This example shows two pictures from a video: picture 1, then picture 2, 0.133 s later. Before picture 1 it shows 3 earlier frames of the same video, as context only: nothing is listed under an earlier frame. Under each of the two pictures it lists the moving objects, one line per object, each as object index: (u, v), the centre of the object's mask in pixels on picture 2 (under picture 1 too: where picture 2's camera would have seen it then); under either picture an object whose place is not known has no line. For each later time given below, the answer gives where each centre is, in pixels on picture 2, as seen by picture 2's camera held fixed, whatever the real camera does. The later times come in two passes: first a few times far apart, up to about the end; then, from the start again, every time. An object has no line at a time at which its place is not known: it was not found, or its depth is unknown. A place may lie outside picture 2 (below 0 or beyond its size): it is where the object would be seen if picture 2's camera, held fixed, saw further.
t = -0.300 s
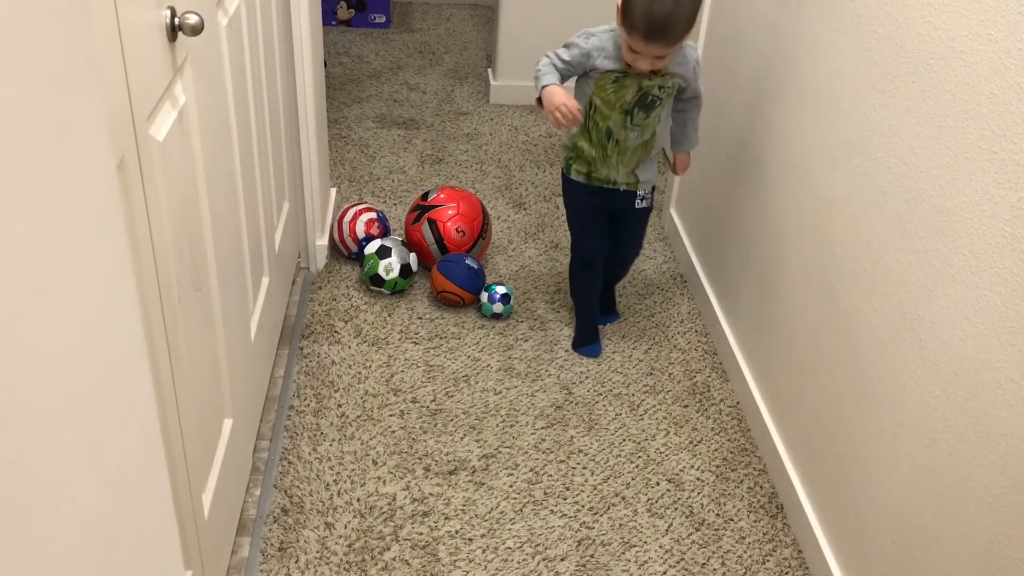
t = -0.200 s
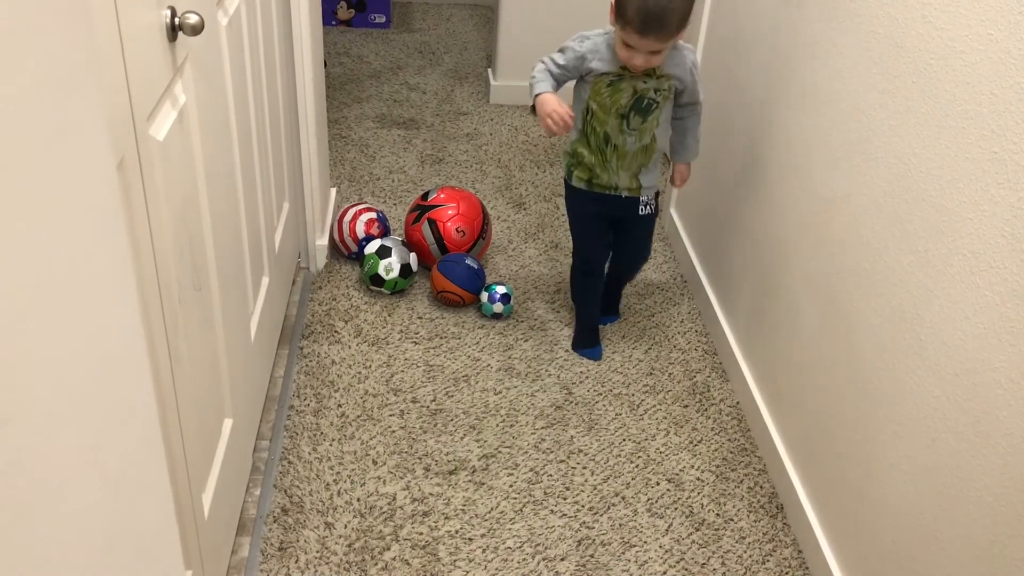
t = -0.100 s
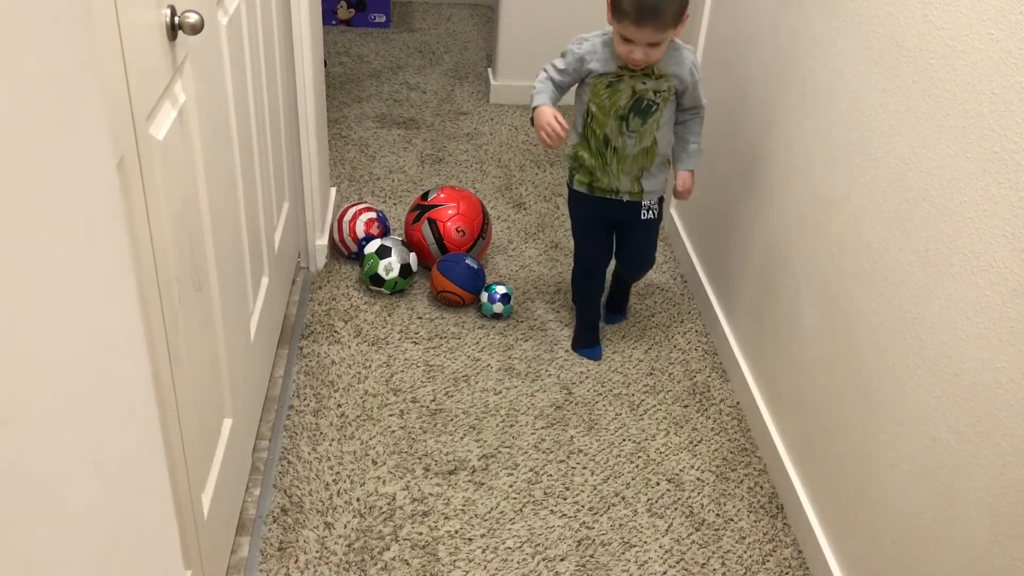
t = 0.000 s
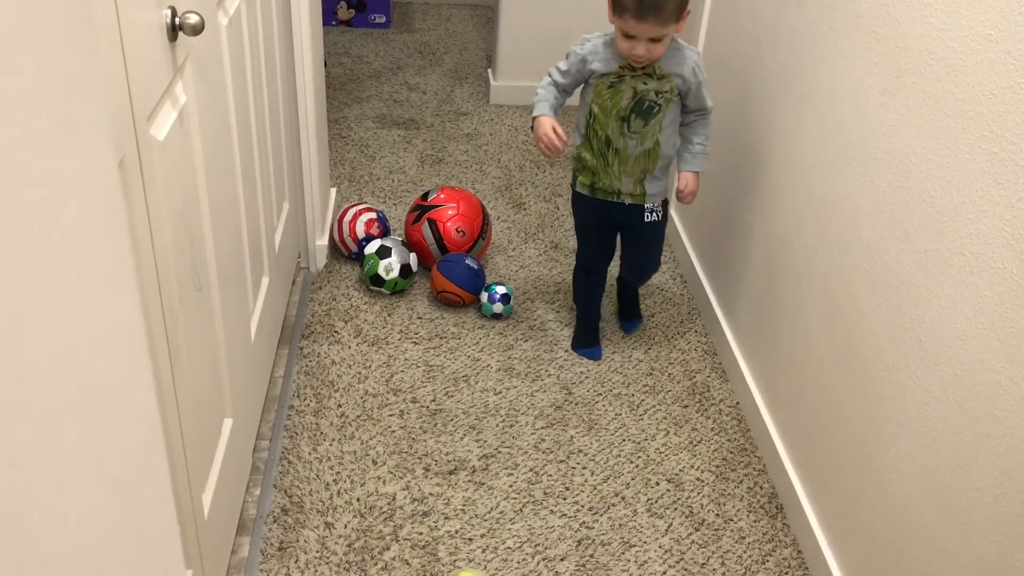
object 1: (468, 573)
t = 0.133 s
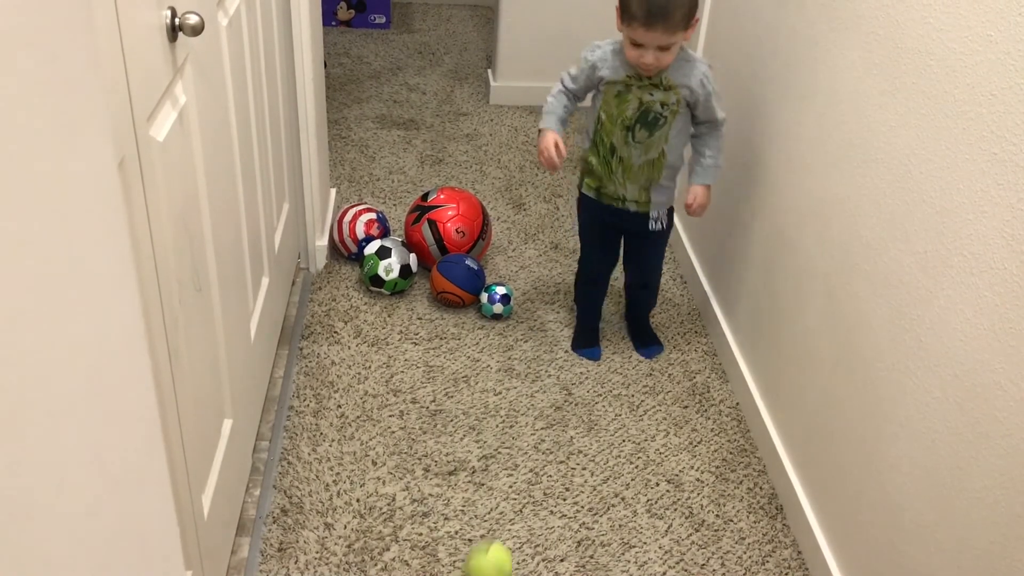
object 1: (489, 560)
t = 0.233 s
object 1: (502, 538)
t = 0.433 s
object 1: (525, 485)
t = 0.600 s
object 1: (543, 451)
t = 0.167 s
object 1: (493, 554)
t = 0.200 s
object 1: (497, 547)
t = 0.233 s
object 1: (502, 538)
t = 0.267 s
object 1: (505, 528)
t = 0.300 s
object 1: (509, 520)
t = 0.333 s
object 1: (513, 511)
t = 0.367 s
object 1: (516, 503)
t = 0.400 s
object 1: (520, 495)
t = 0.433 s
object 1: (525, 485)
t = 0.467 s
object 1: (528, 480)
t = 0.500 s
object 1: (533, 472)
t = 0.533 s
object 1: (536, 464)
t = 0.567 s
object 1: (540, 458)
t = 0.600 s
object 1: (543, 451)
